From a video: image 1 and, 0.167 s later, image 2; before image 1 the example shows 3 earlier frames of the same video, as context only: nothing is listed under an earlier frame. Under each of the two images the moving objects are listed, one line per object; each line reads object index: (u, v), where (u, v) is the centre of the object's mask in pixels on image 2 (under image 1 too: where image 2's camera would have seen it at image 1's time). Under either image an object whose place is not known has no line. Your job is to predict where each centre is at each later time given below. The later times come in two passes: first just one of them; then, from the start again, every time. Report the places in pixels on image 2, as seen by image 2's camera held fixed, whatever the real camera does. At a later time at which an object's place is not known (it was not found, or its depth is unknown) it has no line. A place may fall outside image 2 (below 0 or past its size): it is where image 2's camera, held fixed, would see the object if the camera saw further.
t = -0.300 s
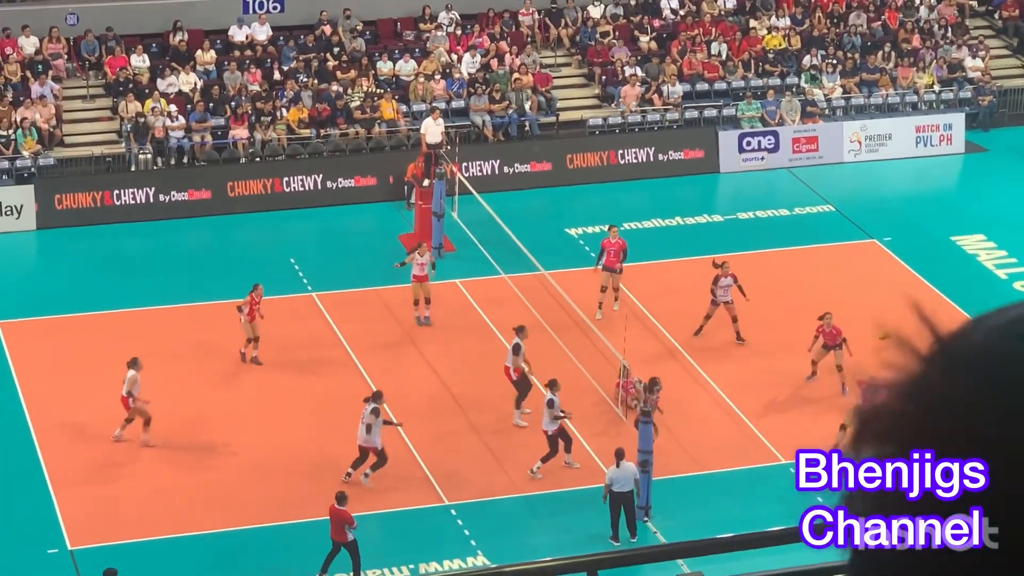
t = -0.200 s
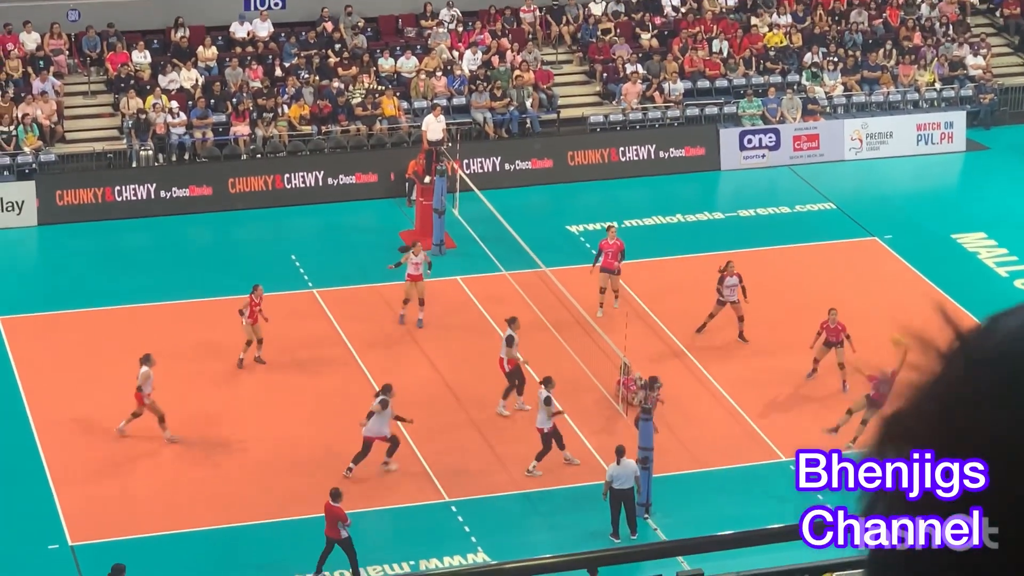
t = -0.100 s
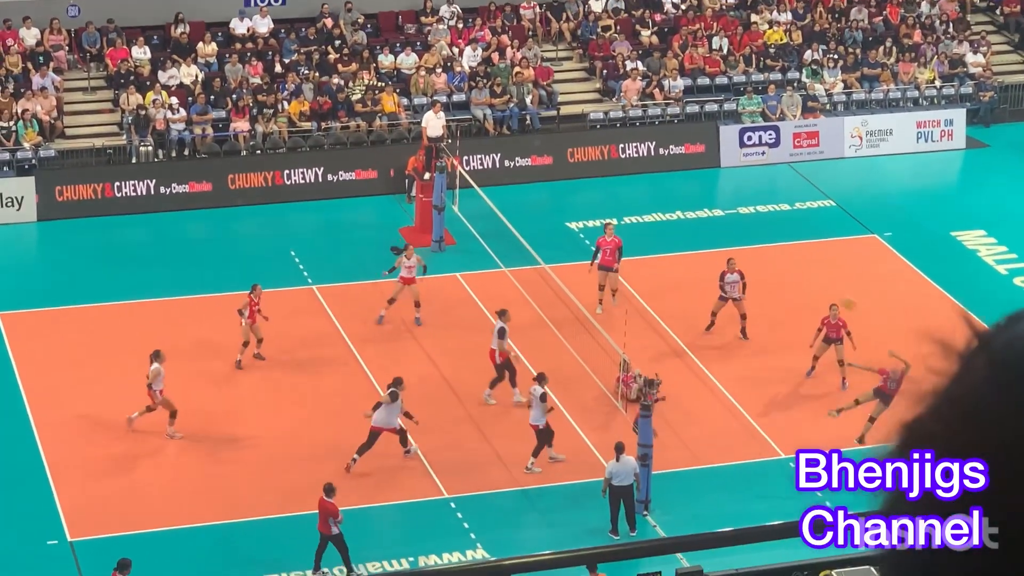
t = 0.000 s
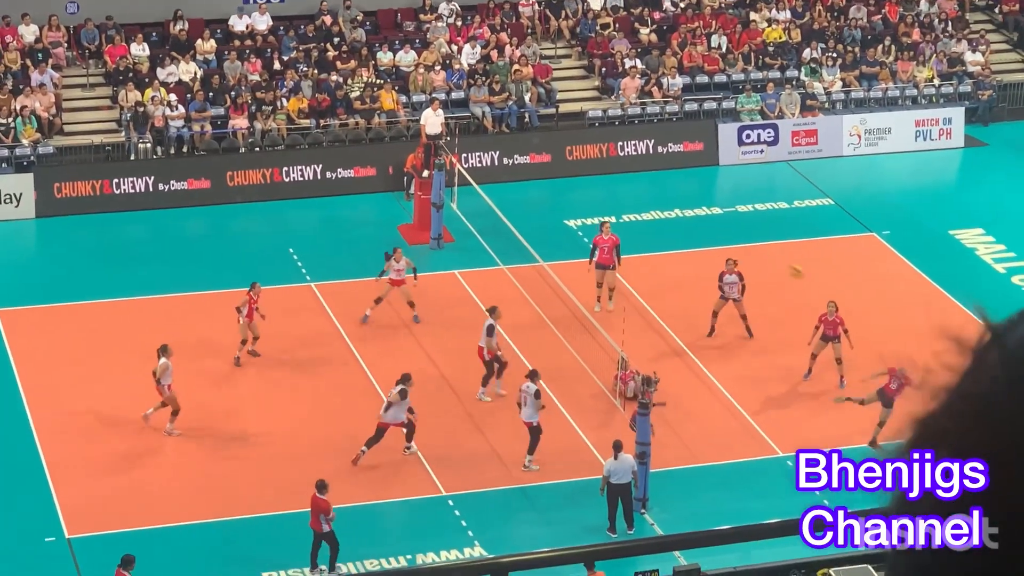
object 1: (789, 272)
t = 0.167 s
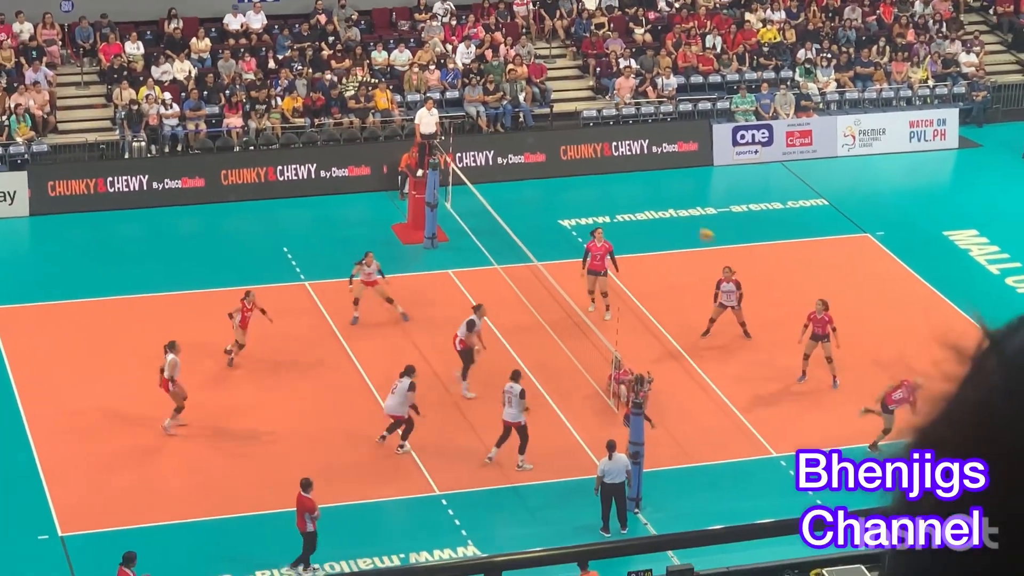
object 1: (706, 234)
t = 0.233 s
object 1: (674, 225)
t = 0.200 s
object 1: (691, 230)
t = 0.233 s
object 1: (674, 225)
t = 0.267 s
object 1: (658, 222)
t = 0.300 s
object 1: (642, 218)
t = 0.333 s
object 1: (626, 215)
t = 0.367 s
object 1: (610, 213)
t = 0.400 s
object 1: (594, 212)
